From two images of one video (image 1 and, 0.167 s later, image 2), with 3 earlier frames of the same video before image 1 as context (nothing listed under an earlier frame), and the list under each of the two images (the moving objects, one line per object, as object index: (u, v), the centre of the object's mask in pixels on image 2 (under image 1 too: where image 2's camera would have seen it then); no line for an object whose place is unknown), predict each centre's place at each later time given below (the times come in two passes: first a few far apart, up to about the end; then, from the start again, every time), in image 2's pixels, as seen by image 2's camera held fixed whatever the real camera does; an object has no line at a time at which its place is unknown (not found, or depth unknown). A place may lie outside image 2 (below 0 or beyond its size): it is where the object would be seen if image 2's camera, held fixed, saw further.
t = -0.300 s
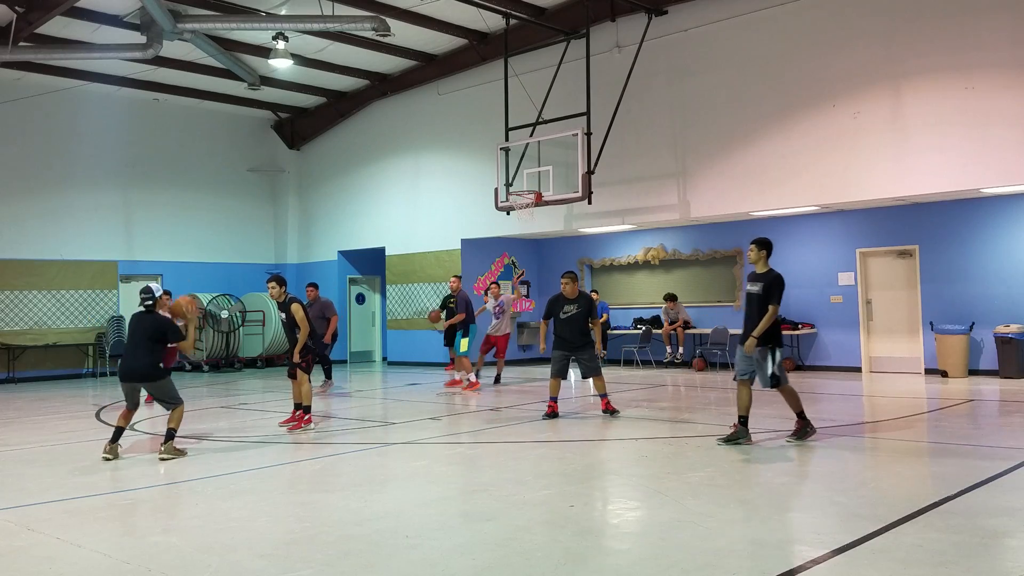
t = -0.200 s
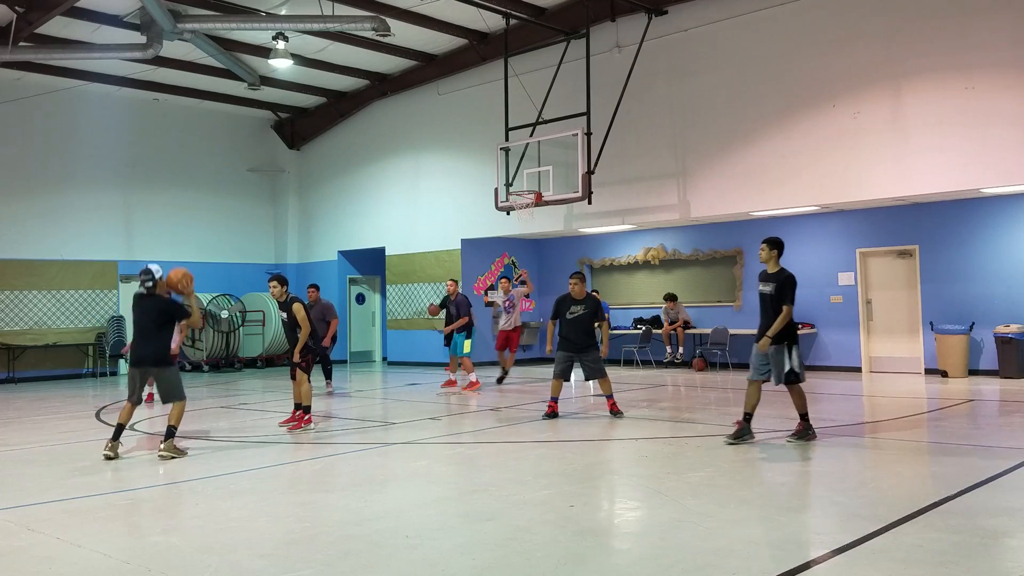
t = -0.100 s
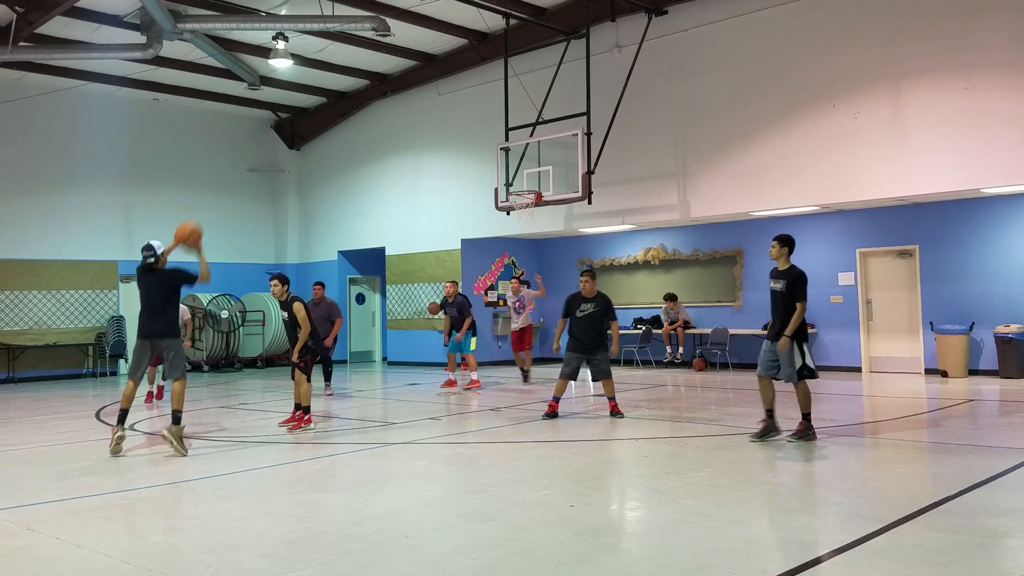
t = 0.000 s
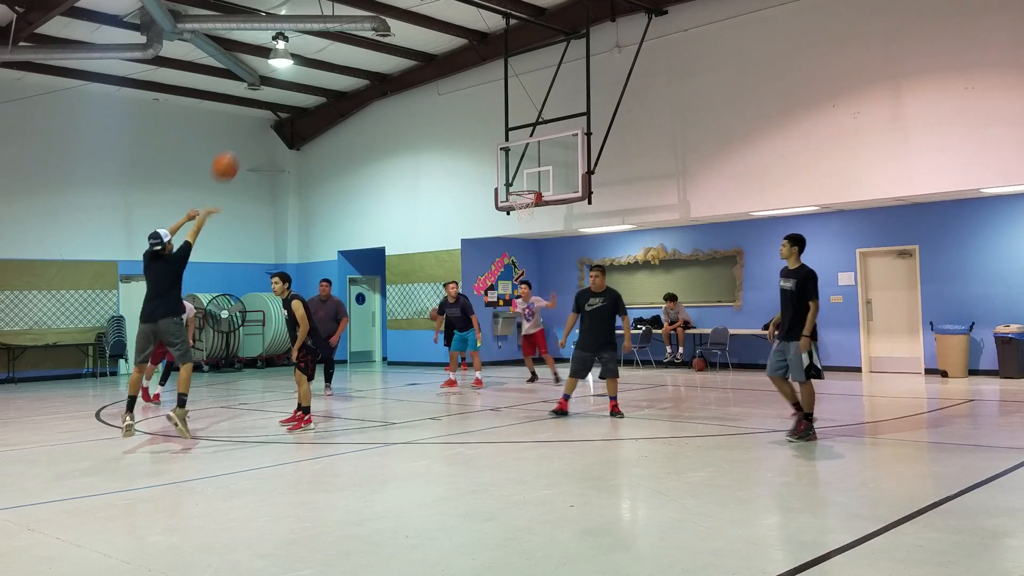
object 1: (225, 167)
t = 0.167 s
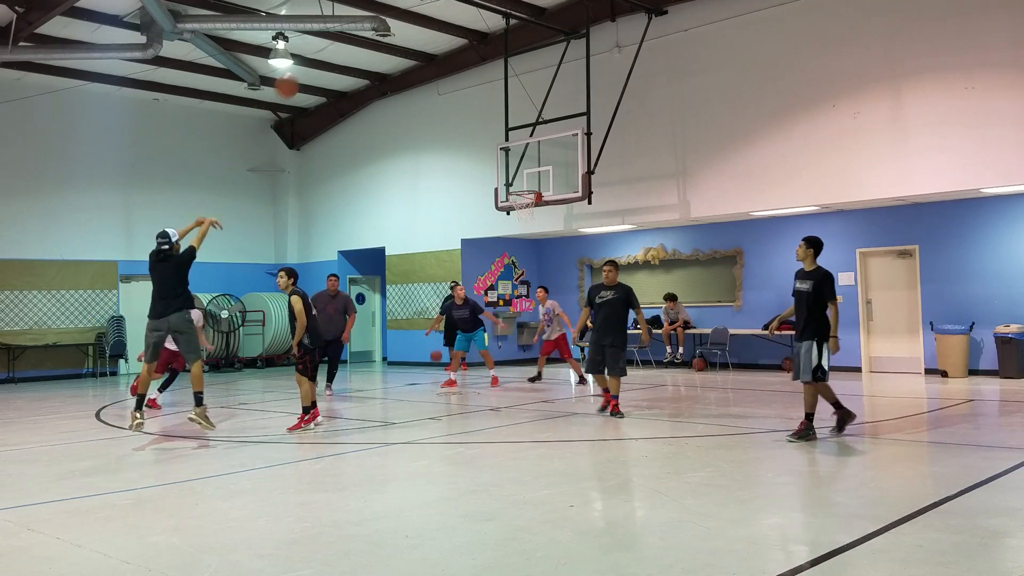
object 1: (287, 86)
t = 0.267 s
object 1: (318, 57)
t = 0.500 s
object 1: (380, 28)
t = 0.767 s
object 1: (437, 49)
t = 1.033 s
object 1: (483, 109)
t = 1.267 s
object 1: (518, 184)
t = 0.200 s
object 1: (298, 75)
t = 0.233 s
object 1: (309, 65)
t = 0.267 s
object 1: (318, 57)
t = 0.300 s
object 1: (328, 49)
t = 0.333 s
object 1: (338, 43)
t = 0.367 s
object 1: (346, 38)
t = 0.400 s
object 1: (355, 35)
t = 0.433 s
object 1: (364, 32)
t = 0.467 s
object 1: (372, 29)
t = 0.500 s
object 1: (380, 28)
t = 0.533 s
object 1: (387, 28)
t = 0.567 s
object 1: (395, 29)
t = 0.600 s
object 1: (403, 30)
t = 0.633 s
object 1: (410, 33)
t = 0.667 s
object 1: (417, 36)
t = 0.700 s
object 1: (424, 39)
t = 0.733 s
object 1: (431, 43)
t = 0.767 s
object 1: (437, 49)
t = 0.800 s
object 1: (443, 55)
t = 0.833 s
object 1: (449, 61)
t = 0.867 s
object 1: (455, 67)
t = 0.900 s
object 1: (461, 74)
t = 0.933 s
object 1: (467, 82)
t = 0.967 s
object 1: (473, 91)
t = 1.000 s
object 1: (478, 99)
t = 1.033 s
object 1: (483, 109)
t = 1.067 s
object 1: (489, 118)
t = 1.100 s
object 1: (494, 128)
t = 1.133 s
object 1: (498, 138)
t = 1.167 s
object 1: (504, 149)
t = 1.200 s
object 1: (509, 160)
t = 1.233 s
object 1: (513, 172)
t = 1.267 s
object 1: (518, 184)
